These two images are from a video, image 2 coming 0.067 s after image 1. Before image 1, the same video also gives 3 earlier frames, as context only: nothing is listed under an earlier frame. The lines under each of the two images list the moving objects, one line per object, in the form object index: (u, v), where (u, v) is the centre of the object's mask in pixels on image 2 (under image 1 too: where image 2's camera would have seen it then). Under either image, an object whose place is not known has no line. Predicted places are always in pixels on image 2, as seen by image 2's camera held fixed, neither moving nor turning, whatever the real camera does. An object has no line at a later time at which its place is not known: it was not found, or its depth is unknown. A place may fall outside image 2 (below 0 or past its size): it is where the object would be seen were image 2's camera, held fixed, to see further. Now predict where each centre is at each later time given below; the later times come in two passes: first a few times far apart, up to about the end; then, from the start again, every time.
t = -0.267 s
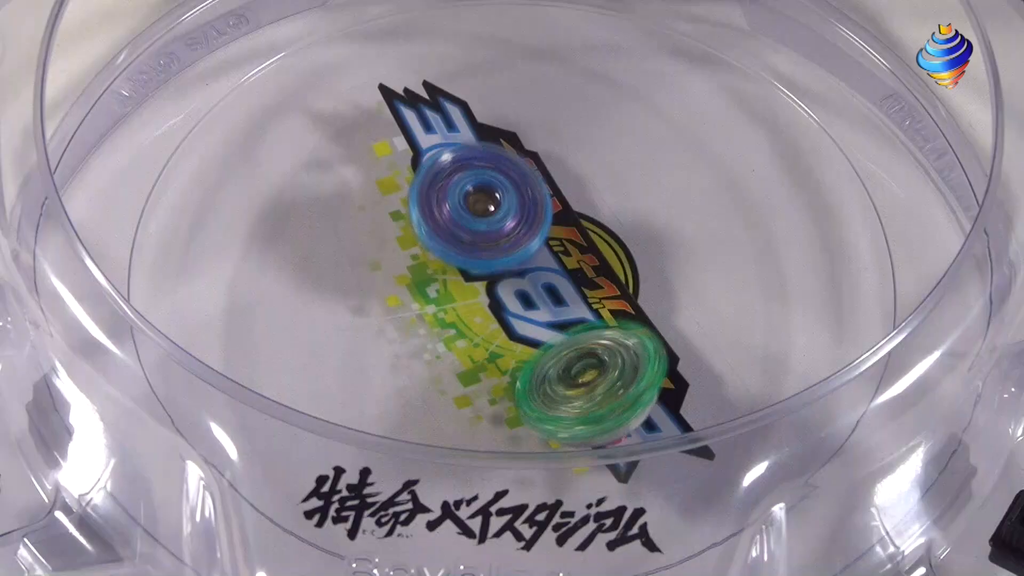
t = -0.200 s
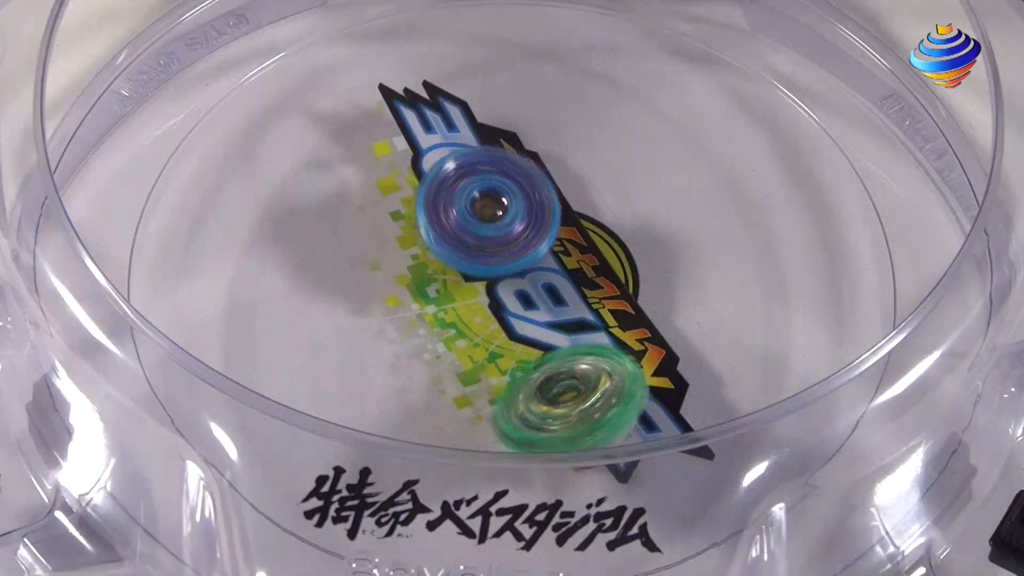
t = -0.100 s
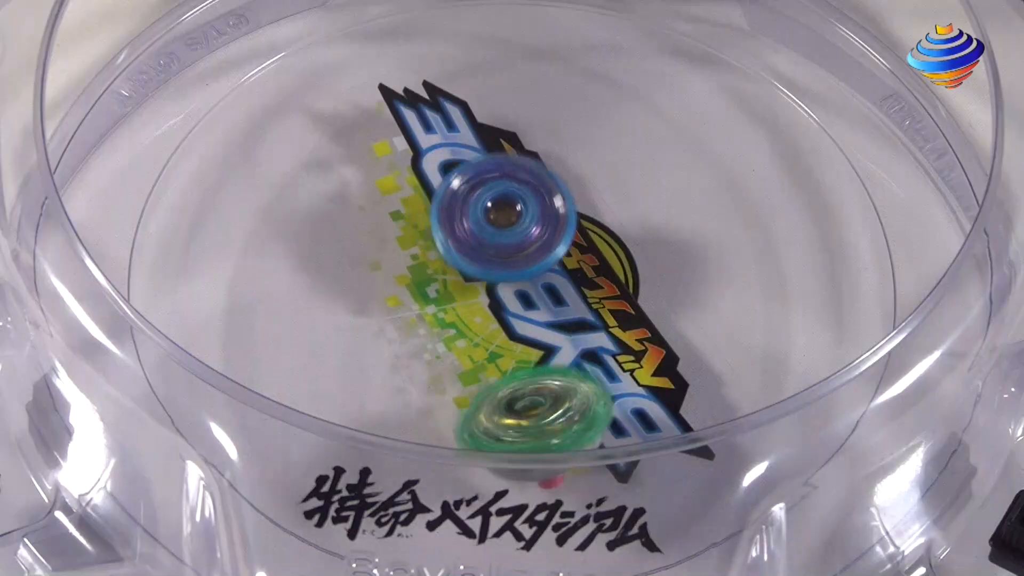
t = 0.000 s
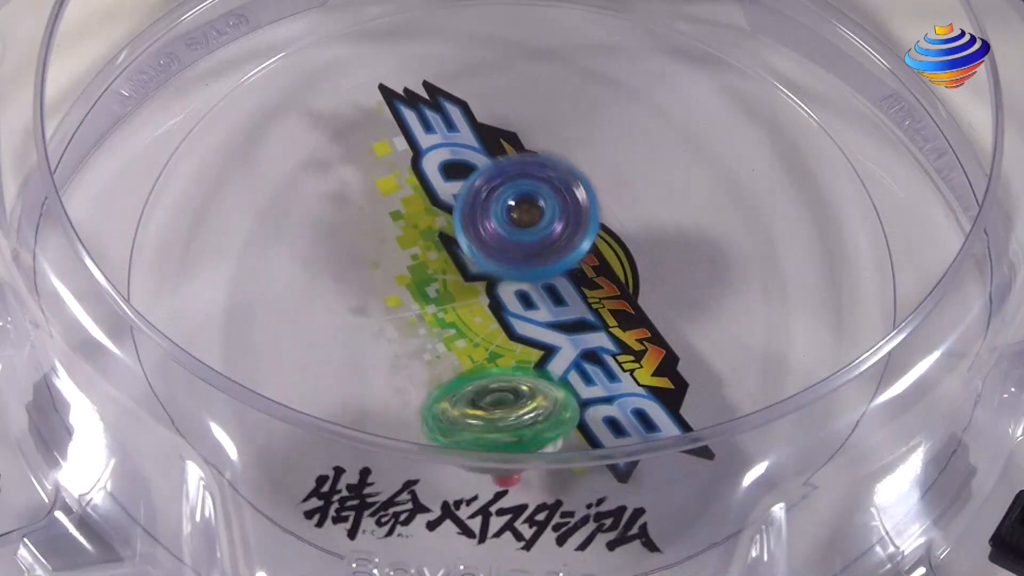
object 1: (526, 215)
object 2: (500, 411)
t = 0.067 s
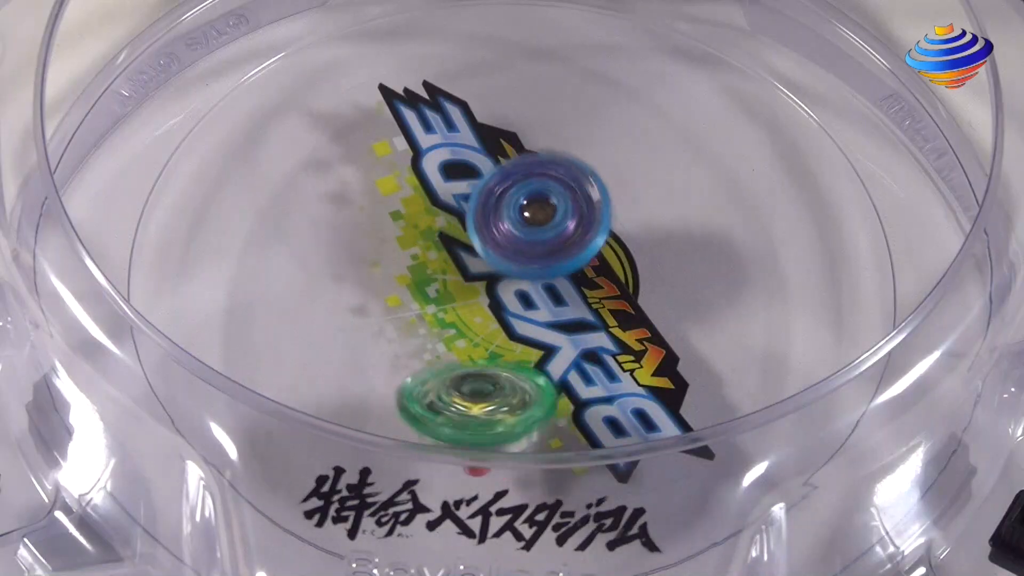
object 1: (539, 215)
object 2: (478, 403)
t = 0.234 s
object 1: (547, 217)
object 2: (420, 356)
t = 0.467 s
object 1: (530, 247)
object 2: (346, 245)
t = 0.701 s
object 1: (531, 272)
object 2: (355, 146)
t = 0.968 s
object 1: (517, 285)
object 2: (452, 124)
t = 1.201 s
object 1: (480, 286)
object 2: (572, 159)
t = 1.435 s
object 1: (456, 285)
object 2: (656, 230)
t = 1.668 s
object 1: (451, 272)
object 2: (641, 315)
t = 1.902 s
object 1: (468, 266)
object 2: (528, 377)
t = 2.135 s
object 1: (485, 245)
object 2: (408, 378)
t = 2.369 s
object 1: (491, 246)
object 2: (352, 304)
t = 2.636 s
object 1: (597, 261)
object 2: (311, 165)
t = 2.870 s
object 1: (563, 261)
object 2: (415, 118)
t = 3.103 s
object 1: (499, 268)
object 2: (581, 135)
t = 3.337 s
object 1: (458, 268)
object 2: (691, 204)
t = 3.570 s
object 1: (441, 250)
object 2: (687, 296)
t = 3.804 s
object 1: (452, 230)
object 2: (545, 369)
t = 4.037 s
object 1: (480, 227)
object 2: (358, 361)
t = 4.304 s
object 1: (513, 240)
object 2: (305, 277)
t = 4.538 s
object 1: (521, 257)
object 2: (388, 171)
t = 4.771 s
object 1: (515, 270)
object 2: (525, 98)
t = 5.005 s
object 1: (492, 275)
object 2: (605, 124)
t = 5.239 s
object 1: (449, 265)
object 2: (628, 249)
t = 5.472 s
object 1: (397, 247)
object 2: (576, 373)
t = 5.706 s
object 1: (431, 224)
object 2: (457, 405)
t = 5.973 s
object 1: (487, 204)
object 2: (375, 302)
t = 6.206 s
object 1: (531, 221)
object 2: (379, 152)
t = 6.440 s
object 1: (545, 259)
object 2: (469, 96)
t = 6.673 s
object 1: (522, 299)
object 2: (565, 154)
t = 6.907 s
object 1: (453, 323)
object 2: (634, 284)
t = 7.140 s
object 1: (387, 310)
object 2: (569, 378)
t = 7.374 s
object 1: (392, 257)
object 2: (441, 370)
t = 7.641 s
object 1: (460, 147)
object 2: (349, 269)
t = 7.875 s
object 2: (383, 156)
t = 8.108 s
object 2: (480, 144)
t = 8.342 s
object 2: (616, 233)
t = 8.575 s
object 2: (559, 328)
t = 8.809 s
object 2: (292, 300)
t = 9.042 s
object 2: (275, 188)
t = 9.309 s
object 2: (460, 154)
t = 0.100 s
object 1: (542, 215)
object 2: (464, 396)
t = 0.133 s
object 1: (547, 214)
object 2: (452, 388)
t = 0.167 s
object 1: (550, 215)
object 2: (443, 378)
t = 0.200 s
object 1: (550, 215)
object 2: (433, 368)
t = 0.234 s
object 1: (547, 217)
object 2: (420, 356)
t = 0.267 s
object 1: (543, 219)
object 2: (408, 342)
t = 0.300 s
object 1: (538, 223)
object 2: (396, 328)
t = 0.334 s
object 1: (534, 227)
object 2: (386, 311)
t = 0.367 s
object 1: (532, 231)
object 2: (374, 296)
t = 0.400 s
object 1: (529, 237)
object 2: (362, 281)
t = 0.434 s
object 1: (530, 241)
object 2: (353, 263)
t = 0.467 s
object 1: (530, 247)
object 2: (346, 245)
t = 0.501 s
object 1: (533, 253)
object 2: (342, 229)
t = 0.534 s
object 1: (534, 259)
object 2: (339, 212)
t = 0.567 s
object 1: (536, 263)
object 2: (338, 196)
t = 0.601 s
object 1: (534, 267)
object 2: (340, 181)
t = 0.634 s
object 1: (533, 269)
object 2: (344, 168)
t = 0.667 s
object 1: (532, 270)
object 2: (349, 156)
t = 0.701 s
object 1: (531, 272)
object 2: (355, 146)
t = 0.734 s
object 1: (531, 275)
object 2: (363, 138)
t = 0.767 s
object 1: (528, 280)
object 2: (372, 131)
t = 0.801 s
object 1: (527, 284)
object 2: (381, 125)
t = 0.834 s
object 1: (523, 287)
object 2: (393, 122)
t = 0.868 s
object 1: (522, 288)
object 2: (407, 121)
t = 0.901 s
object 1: (520, 288)
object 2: (421, 121)
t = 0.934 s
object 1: (519, 287)
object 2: (435, 122)
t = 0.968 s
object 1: (517, 285)
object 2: (452, 124)
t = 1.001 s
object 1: (512, 284)
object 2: (468, 126)
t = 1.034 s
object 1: (509, 284)
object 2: (485, 128)
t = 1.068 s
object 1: (502, 285)
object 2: (504, 132)
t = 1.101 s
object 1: (497, 285)
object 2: (522, 138)
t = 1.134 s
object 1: (491, 286)
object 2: (539, 145)
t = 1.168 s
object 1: (485, 285)
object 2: (556, 152)
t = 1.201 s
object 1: (480, 286)
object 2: (572, 159)
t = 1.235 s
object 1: (473, 286)
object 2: (589, 167)
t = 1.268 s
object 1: (469, 287)
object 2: (603, 176)
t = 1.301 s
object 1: (465, 287)
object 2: (617, 185)
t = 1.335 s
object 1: (464, 287)
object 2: (629, 195)
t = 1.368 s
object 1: (462, 286)
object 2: (640, 207)
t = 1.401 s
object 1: (457, 284)
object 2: (649, 218)
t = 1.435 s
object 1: (456, 285)
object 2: (656, 230)
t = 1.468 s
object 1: (451, 284)
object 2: (661, 242)
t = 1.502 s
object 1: (449, 281)
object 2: (663, 254)
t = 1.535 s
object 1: (447, 279)
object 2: (663, 266)
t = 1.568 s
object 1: (445, 277)
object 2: (661, 278)
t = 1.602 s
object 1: (447, 276)
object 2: (657, 290)
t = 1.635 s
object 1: (448, 275)
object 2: (650, 302)
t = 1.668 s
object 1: (451, 272)
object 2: (641, 315)
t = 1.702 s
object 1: (454, 272)
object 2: (630, 326)
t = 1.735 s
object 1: (455, 270)
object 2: (616, 338)
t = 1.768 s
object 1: (461, 270)
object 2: (603, 347)
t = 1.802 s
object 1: (463, 270)
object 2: (586, 356)
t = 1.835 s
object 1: (465, 268)
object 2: (566, 363)
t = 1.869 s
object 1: (468, 269)
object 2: (547, 370)
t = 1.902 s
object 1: (468, 266)
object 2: (528, 377)
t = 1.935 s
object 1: (472, 259)
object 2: (507, 385)
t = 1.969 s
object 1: (473, 254)
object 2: (488, 388)
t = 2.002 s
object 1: (474, 250)
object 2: (469, 391)
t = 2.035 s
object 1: (478, 248)
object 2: (452, 390)
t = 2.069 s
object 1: (480, 247)
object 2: (434, 388)
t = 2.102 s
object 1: (482, 245)
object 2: (420, 384)
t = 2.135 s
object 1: (485, 245)
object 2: (408, 378)
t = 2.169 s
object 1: (485, 245)
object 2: (396, 371)
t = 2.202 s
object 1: (488, 244)
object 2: (385, 362)
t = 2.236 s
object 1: (489, 244)
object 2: (377, 353)
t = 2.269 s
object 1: (489, 245)
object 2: (369, 343)
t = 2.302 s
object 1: (491, 244)
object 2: (362, 331)
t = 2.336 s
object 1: (491, 245)
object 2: (357, 318)
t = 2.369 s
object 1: (491, 246)
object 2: (352, 304)
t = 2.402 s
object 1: (492, 246)
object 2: (348, 291)
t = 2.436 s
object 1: (492, 247)
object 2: (346, 275)
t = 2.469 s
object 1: (493, 249)
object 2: (345, 258)
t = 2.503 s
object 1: (524, 252)
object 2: (324, 235)
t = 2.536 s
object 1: (552, 255)
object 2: (310, 212)
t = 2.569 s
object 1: (571, 259)
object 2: (306, 193)
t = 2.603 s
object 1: (587, 259)
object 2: (306, 178)
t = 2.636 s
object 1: (597, 261)
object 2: (311, 165)
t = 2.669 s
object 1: (601, 262)
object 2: (321, 155)
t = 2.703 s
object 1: (600, 262)
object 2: (333, 145)
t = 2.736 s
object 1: (597, 261)
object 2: (346, 136)
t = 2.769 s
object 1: (591, 262)
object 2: (361, 129)
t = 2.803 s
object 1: (581, 262)
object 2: (377, 124)
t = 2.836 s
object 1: (573, 260)
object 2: (394, 120)
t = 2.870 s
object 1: (563, 261)
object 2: (415, 118)
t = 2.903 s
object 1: (552, 261)
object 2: (437, 116)
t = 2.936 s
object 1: (541, 262)
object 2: (459, 115)
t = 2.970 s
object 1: (532, 262)
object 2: (483, 116)
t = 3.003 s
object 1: (524, 263)
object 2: (507, 118)
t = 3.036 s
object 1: (513, 266)
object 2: (532, 124)
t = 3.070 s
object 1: (507, 266)
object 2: (556, 129)
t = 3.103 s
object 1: (499, 268)
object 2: (581, 135)
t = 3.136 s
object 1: (492, 269)
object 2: (601, 142)
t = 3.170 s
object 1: (484, 269)
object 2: (621, 150)
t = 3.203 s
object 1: (481, 270)
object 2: (639, 161)
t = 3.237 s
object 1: (473, 270)
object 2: (657, 170)
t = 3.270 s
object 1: (468, 269)
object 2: (671, 179)
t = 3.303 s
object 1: (461, 268)
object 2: (682, 191)
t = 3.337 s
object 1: (458, 268)
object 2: (691, 204)
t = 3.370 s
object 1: (453, 265)
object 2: (699, 217)
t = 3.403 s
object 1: (450, 264)
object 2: (704, 229)
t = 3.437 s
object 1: (447, 261)
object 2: (706, 241)
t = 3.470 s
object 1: (446, 260)
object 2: (705, 255)
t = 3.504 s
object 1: (444, 256)
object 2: (702, 268)
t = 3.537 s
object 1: (442, 254)
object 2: (696, 282)
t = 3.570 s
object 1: (441, 250)
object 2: (687, 296)
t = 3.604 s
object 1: (442, 248)
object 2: (673, 308)
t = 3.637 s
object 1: (442, 244)
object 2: (658, 323)
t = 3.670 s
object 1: (443, 242)
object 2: (642, 335)
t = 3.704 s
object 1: (445, 238)
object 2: (621, 345)
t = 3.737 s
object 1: (449, 236)
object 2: (596, 355)
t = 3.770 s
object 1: (450, 232)
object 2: (571, 362)
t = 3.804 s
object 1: (452, 230)
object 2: (545, 369)
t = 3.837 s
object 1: (455, 227)
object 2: (511, 374)
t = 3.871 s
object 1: (461, 226)
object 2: (482, 380)
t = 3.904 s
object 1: (464, 224)
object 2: (456, 380)
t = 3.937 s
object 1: (467, 225)
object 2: (426, 379)
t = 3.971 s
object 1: (472, 224)
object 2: (402, 375)
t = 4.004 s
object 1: (477, 225)
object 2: (381, 370)
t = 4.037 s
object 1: (480, 227)
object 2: (358, 361)
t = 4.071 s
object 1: (485, 229)
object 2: (341, 353)
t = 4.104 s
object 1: (488, 229)
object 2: (330, 344)
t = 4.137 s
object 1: (495, 231)
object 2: (317, 333)
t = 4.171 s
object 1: (498, 233)
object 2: (311, 324)
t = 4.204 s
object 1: (502, 235)
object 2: (307, 312)
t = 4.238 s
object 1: (505, 236)
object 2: (301, 301)
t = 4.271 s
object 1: (510, 238)
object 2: (302, 294)
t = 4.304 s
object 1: (513, 240)
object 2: (305, 277)
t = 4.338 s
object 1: (515, 242)
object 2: (310, 265)
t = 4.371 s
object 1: (516, 244)
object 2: (319, 249)
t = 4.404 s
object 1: (519, 246)
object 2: (327, 233)
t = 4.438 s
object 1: (520, 248)
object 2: (340, 219)
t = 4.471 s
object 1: (521, 251)
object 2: (354, 201)
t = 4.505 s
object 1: (521, 254)
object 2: (370, 187)
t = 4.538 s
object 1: (521, 257)
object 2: (388, 171)
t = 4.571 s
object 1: (522, 257)
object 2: (405, 156)
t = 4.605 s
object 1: (522, 260)
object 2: (427, 144)
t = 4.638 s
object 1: (521, 262)
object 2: (446, 130)
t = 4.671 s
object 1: (519, 265)
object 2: (467, 119)
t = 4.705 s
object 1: (518, 265)
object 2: (486, 108)
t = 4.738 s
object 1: (518, 268)
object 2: (506, 104)
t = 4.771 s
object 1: (515, 270)
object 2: (525, 98)
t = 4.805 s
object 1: (513, 270)
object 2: (542, 96)
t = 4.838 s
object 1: (509, 272)
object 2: (558, 94)
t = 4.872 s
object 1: (508, 272)
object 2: (568, 97)
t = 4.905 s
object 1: (505, 274)
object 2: (581, 101)
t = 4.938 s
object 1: (501, 274)
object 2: (590, 107)
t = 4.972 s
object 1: (498, 274)
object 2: (600, 115)
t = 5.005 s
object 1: (492, 275)
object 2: (605, 124)
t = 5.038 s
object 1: (488, 273)
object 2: (609, 138)
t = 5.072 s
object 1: (487, 273)
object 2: (614, 152)
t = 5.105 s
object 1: (483, 271)
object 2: (616, 169)
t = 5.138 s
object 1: (482, 269)
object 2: (618, 185)
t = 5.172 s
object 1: (478, 268)
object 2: (615, 207)
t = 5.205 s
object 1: (473, 265)
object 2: (617, 227)
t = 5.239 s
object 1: (449, 265)
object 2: (628, 249)
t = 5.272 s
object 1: (429, 266)
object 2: (636, 267)
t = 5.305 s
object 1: (413, 263)
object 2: (632, 288)
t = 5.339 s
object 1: (405, 260)
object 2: (628, 307)
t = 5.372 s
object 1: (400, 257)
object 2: (615, 325)
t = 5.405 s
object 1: (395, 255)
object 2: (605, 344)
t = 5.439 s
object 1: (395, 250)
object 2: (588, 360)
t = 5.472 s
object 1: (397, 247)
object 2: (576, 373)
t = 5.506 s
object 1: (398, 244)
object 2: (557, 387)
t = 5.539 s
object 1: (401, 239)
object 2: (541, 396)
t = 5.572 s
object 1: (406, 236)
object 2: (519, 403)
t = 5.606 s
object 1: (410, 234)
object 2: (504, 407)
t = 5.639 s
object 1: (415, 230)
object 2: (487, 408)
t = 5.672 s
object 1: (423, 226)
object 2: (468, 407)
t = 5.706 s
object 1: (431, 224)
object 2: (457, 405)
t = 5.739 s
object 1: (437, 221)
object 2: (441, 399)
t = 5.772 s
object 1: (444, 214)
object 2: (434, 391)
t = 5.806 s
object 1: (452, 212)
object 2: (419, 382)
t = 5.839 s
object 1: (457, 211)
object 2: (408, 369)
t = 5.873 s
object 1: (463, 208)
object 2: (402, 357)
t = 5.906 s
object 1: (471, 203)
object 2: (388, 340)
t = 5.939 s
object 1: (479, 203)
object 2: (383, 321)
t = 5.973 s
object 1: (487, 204)
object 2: (375, 302)
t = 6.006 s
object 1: (494, 202)
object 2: (367, 279)
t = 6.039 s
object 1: (500, 206)
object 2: (367, 258)
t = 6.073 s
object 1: (507, 209)
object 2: (364, 235)
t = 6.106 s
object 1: (513, 211)
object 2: (364, 212)
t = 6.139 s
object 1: (519, 213)
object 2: (368, 192)
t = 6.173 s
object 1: (525, 216)
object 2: (371, 172)
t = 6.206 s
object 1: (531, 221)
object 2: (379, 152)
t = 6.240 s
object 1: (534, 225)
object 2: (390, 138)
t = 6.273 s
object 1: (538, 230)
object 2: (400, 125)
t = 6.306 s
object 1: (540, 235)
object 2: (412, 112)
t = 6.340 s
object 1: (541, 241)
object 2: (428, 106)
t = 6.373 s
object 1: (543, 248)
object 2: (440, 101)
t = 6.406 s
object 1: (543, 253)
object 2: (454, 96)
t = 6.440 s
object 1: (545, 259)
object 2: (469, 96)
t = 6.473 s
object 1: (544, 265)
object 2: (483, 98)
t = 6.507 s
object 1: (543, 272)
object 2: (495, 100)
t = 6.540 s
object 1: (540, 278)
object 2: (511, 107)
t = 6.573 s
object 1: (537, 283)
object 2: (525, 116)
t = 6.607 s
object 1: (533, 288)
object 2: (537, 124)
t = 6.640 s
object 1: (528, 294)
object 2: (553, 137)
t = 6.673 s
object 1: (522, 299)
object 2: (565, 154)
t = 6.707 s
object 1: (517, 304)
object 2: (576, 169)
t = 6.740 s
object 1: (512, 309)
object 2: (589, 187)
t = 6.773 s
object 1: (507, 312)
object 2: (599, 208)
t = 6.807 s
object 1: (500, 315)
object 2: (607, 227)
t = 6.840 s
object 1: (491, 315)
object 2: (615, 246)
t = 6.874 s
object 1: (470, 320)
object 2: (628, 265)
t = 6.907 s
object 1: (453, 323)
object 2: (634, 284)
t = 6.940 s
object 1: (440, 324)
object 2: (635, 298)
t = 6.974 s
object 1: (429, 323)
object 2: (632, 315)
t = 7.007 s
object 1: (418, 321)
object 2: (623, 333)
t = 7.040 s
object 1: (408, 320)
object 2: (612, 347)
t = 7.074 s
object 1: (398, 317)
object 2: (600, 358)
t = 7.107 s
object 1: (391, 314)
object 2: (586, 367)
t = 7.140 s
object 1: (387, 310)
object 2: (569, 378)
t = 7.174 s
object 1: (384, 304)
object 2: (548, 382)
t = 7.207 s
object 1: (383, 298)
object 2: (529, 386)
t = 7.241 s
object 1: (383, 291)
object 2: (514, 387)
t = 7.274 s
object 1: (384, 283)
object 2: (495, 387)
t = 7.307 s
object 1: (386, 274)
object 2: (475, 385)
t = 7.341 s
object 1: (389, 266)
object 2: (455, 378)
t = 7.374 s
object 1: (392, 257)
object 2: (441, 370)
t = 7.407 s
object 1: (395, 247)
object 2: (429, 361)
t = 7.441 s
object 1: (401, 235)
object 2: (413, 355)
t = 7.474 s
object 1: (411, 216)
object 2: (394, 347)
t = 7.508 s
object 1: (422, 199)
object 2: (376, 334)
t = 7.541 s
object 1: (431, 184)
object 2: (362, 318)
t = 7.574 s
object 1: (441, 169)
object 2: (354, 304)
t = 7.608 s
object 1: (450, 157)
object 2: (349, 286)
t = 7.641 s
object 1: (460, 147)
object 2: (349, 269)
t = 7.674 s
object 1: (470, 139)
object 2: (350, 253)
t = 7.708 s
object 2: (355, 236)
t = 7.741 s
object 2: (362, 218)
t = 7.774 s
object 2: (371, 202)
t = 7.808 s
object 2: (381, 186)
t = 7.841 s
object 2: (391, 175)
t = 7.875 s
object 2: (383, 156)
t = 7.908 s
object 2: (382, 148)
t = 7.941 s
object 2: (388, 140)
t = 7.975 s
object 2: (403, 135)
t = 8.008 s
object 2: (418, 132)
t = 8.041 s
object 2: (437, 133)
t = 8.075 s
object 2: (457, 137)
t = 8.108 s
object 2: (480, 144)
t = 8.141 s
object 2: (502, 151)
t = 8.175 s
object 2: (526, 160)
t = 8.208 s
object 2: (546, 173)
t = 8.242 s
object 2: (568, 186)
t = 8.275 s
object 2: (586, 201)
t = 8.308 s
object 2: (604, 215)
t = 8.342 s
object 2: (616, 233)
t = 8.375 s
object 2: (626, 248)
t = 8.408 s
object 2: (633, 265)
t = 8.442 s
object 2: (635, 280)
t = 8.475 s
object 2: (632, 296)
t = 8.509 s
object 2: (628, 312)
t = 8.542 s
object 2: (615, 326)
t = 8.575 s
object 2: (559, 328)
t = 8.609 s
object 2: (500, 330)
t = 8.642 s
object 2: (447, 330)
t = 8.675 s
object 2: (398, 328)
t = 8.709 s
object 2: (360, 322)
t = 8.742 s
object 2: (332, 317)
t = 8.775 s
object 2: (309, 309)
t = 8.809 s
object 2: (292, 300)
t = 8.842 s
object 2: (278, 288)
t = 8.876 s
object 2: (265, 273)
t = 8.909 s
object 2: (256, 255)
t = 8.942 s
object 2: (251, 239)
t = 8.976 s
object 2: (255, 223)
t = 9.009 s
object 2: (262, 206)
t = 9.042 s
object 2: (275, 188)
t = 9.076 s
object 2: (290, 171)
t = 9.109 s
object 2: (307, 157)
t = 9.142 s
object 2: (329, 150)
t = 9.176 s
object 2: (353, 144)
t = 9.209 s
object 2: (380, 141)
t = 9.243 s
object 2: (406, 142)
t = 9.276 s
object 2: (433, 145)
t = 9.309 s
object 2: (460, 154)
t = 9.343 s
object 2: (484, 163)
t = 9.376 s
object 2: (507, 176)
